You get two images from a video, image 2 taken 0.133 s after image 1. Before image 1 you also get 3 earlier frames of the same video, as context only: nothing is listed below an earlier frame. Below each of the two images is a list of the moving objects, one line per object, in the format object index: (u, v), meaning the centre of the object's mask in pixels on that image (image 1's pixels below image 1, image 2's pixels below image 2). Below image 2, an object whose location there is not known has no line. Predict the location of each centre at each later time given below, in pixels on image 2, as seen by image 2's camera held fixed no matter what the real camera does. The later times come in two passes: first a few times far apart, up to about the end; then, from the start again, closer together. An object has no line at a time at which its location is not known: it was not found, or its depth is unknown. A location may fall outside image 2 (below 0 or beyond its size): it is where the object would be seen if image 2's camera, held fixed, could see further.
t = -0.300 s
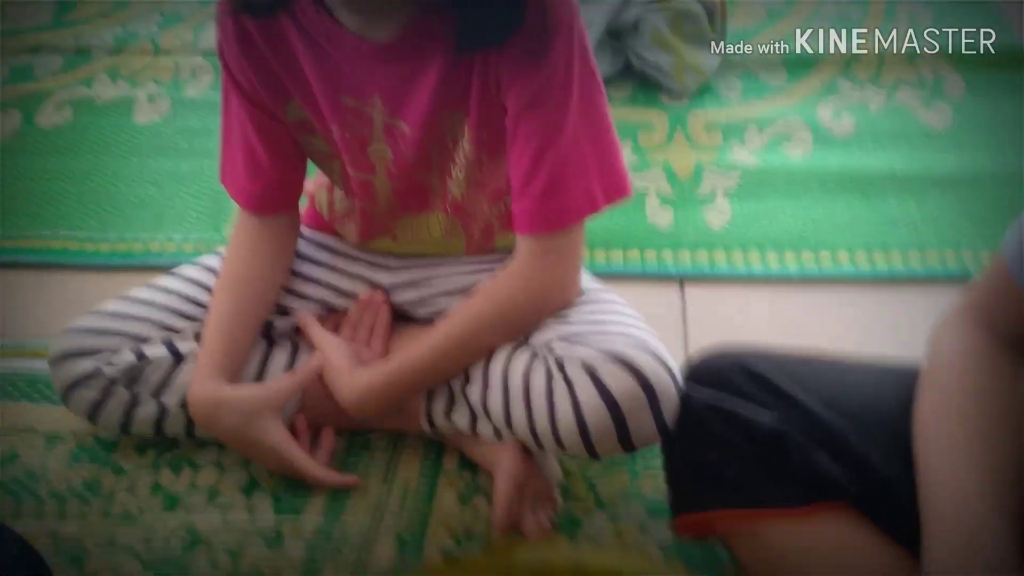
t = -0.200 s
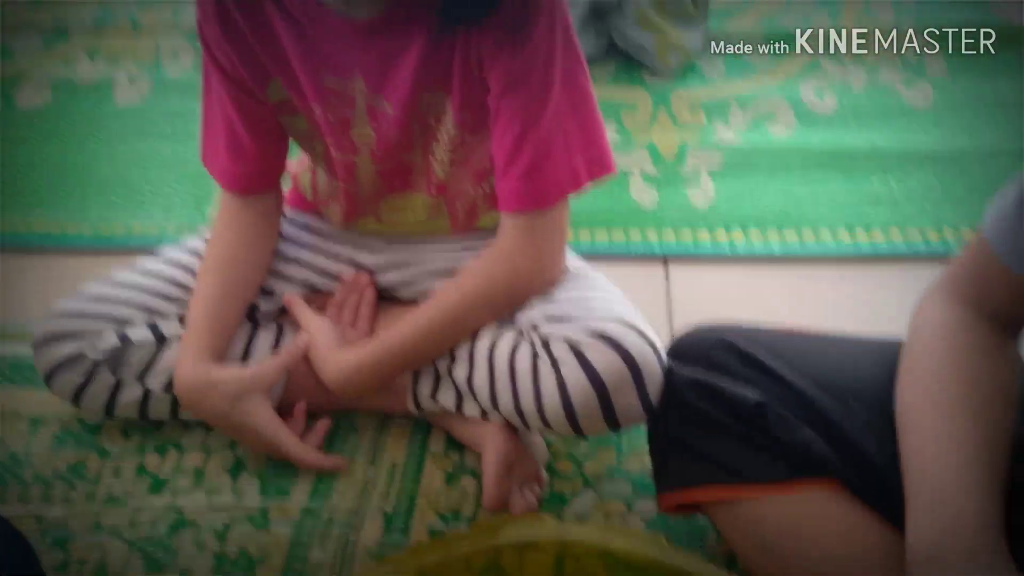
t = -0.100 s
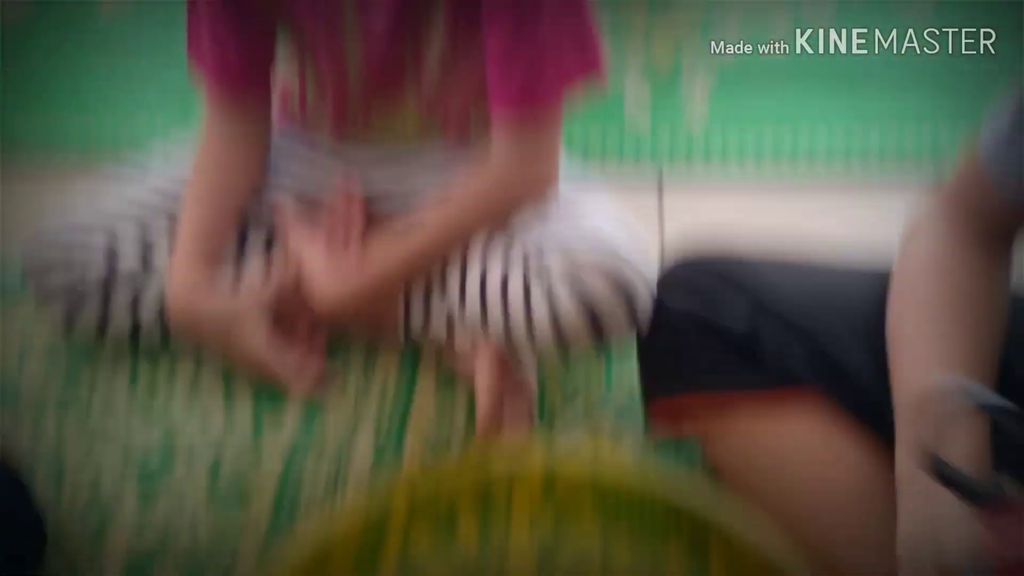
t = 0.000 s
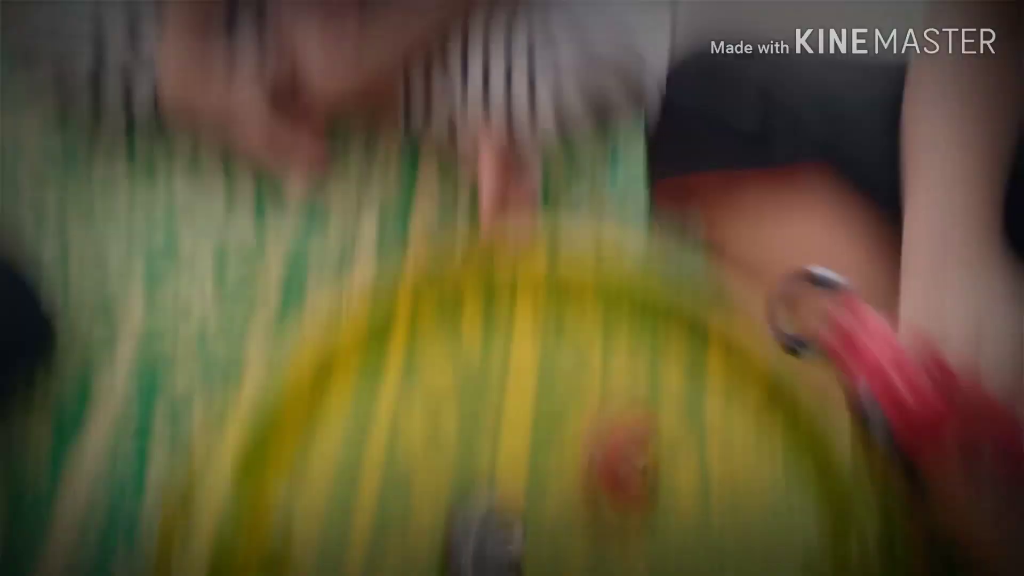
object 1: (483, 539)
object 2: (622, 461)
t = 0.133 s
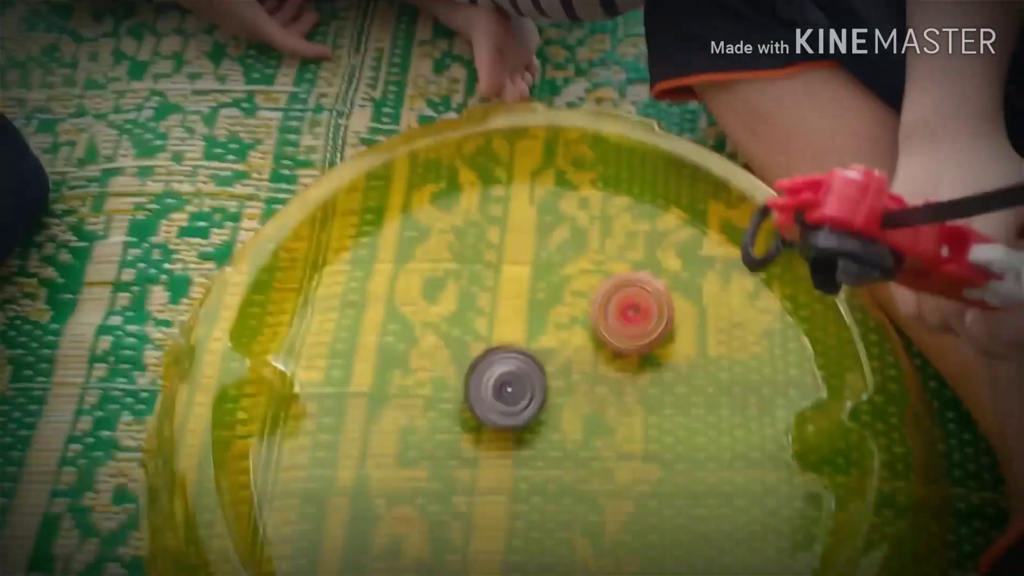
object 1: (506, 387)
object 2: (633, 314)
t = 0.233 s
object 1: (535, 386)
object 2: (635, 320)
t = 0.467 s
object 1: (573, 419)
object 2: (621, 350)
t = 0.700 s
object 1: (559, 437)
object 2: (567, 355)
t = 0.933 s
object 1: (553, 418)
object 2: (531, 322)
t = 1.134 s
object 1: (573, 402)
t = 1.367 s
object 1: (584, 409)
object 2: (552, 337)
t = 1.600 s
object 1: (566, 432)
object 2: (553, 334)
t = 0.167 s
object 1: (514, 385)
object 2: (634, 314)
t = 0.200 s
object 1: (524, 385)
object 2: (635, 318)
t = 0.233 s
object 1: (535, 386)
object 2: (635, 320)
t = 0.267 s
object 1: (544, 389)
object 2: (635, 326)
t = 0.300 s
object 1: (553, 391)
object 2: (633, 330)
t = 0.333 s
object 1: (563, 395)
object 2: (630, 336)
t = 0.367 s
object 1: (568, 400)
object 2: (628, 340)
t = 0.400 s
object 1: (569, 407)
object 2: (628, 343)
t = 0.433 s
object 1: (571, 413)
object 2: (626, 347)
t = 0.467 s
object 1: (573, 419)
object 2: (621, 350)
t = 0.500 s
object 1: (573, 425)
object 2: (615, 352)
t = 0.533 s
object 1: (573, 429)
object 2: (609, 355)
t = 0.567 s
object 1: (570, 433)
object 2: (600, 355)
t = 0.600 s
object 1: (568, 437)
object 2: (594, 356)
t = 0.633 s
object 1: (565, 438)
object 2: (585, 358)
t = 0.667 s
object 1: (562, 436)
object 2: (576, 355)
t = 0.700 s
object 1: (559, 437)
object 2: (567, 355)
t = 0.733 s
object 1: (557, 436)
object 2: (561, 352)
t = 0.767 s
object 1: (555, 433)
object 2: (554, 351)
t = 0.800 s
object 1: (554, 429)
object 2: (546, 347)
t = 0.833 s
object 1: (552, 424)
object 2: (541, 345)
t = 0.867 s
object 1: (551, 422)
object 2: (537, 337)
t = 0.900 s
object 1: (551, 420)
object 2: (535, 330)
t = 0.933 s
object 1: (553, 418)
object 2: (531, 322)
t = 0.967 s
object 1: (554, 413)
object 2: (530, 316)
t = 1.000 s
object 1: (558, 411)
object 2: (532, 312)
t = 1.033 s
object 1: (561, 408)
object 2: (534, 307)
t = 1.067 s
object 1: (565, 404)
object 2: (535, 306)
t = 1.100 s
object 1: (569, 404)
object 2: (536, 304)
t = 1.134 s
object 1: (573, 402)
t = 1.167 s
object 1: (577, 402)
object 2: (538, 307)
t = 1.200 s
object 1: (580, 404)
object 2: (542, 308)
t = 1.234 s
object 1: (583, 404)
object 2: (543, 314)
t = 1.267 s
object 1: (584, 406)
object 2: (546, 317)
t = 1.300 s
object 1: (584, 407)
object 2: (550, 324)
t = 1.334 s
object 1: (584, 408)
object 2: (549, 331)
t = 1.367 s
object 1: (584, 409)
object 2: (552, 337)
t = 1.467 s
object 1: (581, 418)
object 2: (552, 342)
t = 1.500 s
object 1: (578, 418)
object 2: (550, 343)
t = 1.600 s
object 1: (566, 432)
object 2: (553, 334)
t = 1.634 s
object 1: (562, 431)
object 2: (553, 335)
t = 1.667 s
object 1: (560, 428)
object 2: (550, 336)
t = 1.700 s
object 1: (558, 423)
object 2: (547, 335)
